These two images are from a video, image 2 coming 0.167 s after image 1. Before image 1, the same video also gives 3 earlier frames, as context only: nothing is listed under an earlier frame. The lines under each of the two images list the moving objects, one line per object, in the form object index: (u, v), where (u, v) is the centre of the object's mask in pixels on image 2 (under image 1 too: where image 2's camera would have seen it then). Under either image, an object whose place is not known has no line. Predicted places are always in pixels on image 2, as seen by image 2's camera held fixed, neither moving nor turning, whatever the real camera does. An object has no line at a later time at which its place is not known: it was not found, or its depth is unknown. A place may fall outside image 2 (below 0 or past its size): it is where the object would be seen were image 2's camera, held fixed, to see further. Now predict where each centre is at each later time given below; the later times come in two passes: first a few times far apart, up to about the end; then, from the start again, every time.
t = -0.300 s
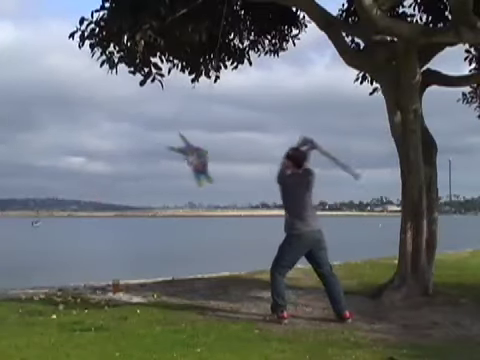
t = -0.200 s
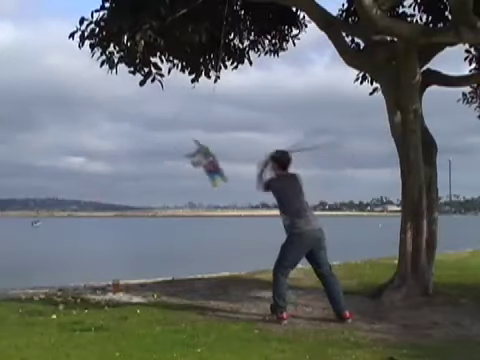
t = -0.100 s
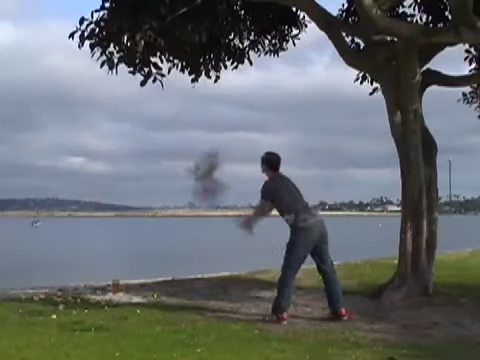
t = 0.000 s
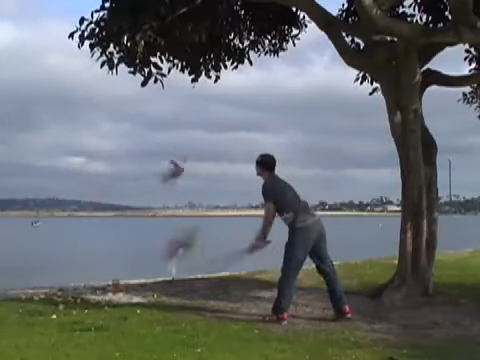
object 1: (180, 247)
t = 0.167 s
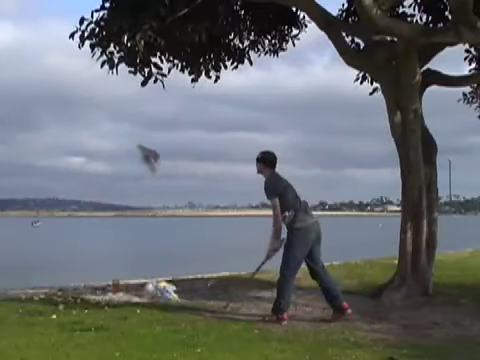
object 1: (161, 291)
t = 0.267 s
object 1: (163, 289)
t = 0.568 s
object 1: (157, 293)
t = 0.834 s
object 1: (156, 293)
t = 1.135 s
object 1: (157, 293)
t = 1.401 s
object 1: (157, 293)
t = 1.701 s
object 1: (157, 293)
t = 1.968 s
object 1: (157, 293)
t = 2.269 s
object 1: (157, 293)
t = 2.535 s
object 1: (157, 293)
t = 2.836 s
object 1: (157, 293)
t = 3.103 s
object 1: (157, 293)
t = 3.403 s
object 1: (157, 293)
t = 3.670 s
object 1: (157, 293)
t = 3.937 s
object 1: (157, 293)
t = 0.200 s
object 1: (162, 290)
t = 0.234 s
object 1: (163, 289)
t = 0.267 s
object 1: (163, 289)
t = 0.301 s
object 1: (164, 288)
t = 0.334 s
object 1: (164, 288)
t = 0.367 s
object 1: (163, 288)
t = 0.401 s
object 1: (162, 288)
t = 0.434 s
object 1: (161, 289)
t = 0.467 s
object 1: (161, 290)
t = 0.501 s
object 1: (161, 291)
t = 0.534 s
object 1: (159, 291)
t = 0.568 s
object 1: (157, 293)
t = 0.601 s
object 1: (157, 293)
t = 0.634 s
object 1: (157, 293)
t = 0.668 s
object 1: (157, 293)
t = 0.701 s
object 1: (157, 293)
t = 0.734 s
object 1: (156, 293)
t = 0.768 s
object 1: (156, 293)
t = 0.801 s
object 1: (156, 293)
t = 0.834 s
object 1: (156, 293)
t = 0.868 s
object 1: (156, 293)
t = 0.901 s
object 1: (156, 293)
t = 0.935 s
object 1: (156, 293)
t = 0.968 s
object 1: (157, 293)
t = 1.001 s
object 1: (157, 293)
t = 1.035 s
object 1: (157, 293)
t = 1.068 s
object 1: (157, 293)
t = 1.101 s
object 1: (157, 293)
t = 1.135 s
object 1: (157, 293)
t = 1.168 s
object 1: (157, 293)
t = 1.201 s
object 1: (157, 293)
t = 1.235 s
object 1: (157, 293)
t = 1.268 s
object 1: (157, 293)
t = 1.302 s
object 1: (157, 293)
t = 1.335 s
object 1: (157, 293)
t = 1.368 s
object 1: (157, 293)
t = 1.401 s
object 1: (157, 293)
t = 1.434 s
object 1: (157, 293)
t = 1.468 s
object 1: (157, 293)
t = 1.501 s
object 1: (157, 293)
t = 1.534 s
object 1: (157, 293)
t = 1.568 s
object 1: (157, 293)
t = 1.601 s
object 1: (157, 293)
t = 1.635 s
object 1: (157, 293)
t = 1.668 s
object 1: (157, 293)
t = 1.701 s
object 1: (157, 293)
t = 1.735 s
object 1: (157, 293)
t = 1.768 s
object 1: (157, 293)
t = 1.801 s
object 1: (157, 293)
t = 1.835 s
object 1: (157, 293)
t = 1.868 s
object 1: (157, 293)
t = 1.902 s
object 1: (157, 293)
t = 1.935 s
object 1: (157, 293)
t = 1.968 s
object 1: (157, 293)
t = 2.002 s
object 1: (157, 293)
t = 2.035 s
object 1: (157, 293)
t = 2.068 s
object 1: (157, 293)
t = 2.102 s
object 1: (157, 293)
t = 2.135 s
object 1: (157, 293)
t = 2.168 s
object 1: (157, 293)
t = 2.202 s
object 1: (157, 293)
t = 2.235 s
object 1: (157, 293)
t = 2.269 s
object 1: (157, 293)
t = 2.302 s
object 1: (157, 293)
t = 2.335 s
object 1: (157, 293)
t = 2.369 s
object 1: (157, 293)
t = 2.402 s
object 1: (157, 293)
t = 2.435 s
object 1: (157, 293)
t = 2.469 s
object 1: (157, 293)
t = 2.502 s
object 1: (157, 293)
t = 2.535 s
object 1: (157, 293)
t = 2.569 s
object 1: (157, 293)
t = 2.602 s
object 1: (157, 293)
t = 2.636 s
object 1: (157, 293)
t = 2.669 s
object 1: (157, 293)
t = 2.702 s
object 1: (157, 293)
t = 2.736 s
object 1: (157, 293)
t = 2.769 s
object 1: (157, 293)
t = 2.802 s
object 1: (157, 293)
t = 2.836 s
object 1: (157, 293)
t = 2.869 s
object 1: (157, 293)
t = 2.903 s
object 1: (157, 293)
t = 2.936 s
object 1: (157, 293)
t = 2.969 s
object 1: (157, 293)
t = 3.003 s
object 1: (157, 293)
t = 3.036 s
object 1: (157, 293)
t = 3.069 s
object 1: (157, 293)
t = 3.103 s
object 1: (157, 293)
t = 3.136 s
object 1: (157, 293)
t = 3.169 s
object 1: (157, 293)
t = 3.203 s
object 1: (157, 293)
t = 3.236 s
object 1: (157, 293)
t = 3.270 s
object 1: (157, 293)
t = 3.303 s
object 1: (157, 293)
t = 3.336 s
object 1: (157, 293)
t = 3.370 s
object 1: (157, 293)
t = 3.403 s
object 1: (157, 293)
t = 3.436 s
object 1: (157, 293)
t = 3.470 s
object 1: (157, 293)
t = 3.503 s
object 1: (157, 293)
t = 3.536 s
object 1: (157, 293)
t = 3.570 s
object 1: (157, 293)
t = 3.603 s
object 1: (157, 293)
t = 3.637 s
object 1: (157, 293)
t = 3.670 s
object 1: (157, 293)
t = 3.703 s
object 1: (157, 293)
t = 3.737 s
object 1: (157, 293)
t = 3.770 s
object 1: (157, 293)
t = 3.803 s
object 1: (157, 293)
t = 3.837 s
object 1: (157, 293)
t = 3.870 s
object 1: (157, 293)
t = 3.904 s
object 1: (157, 293)
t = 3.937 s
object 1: (157, 293)
